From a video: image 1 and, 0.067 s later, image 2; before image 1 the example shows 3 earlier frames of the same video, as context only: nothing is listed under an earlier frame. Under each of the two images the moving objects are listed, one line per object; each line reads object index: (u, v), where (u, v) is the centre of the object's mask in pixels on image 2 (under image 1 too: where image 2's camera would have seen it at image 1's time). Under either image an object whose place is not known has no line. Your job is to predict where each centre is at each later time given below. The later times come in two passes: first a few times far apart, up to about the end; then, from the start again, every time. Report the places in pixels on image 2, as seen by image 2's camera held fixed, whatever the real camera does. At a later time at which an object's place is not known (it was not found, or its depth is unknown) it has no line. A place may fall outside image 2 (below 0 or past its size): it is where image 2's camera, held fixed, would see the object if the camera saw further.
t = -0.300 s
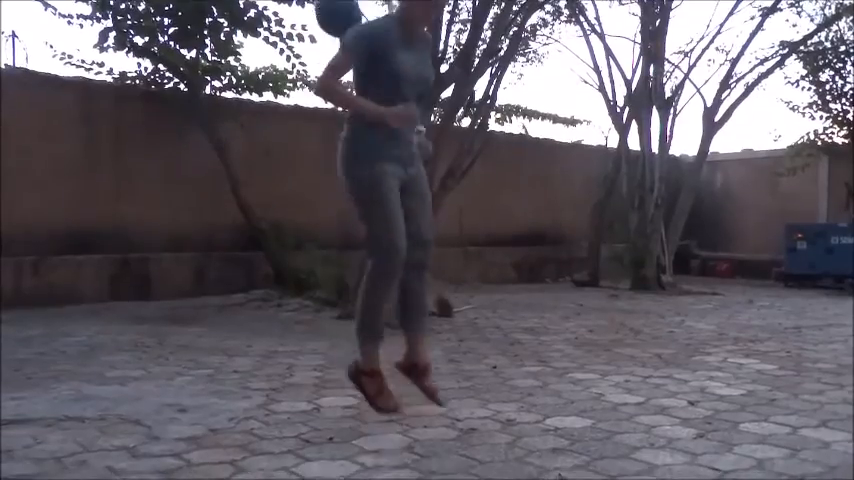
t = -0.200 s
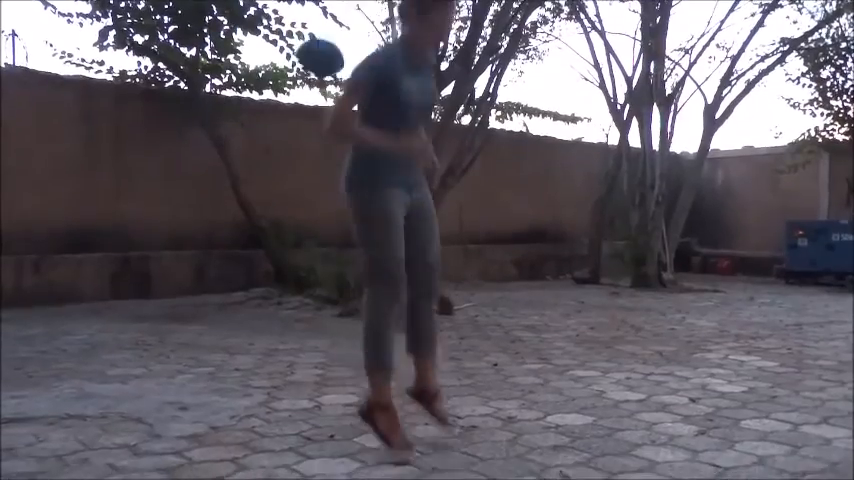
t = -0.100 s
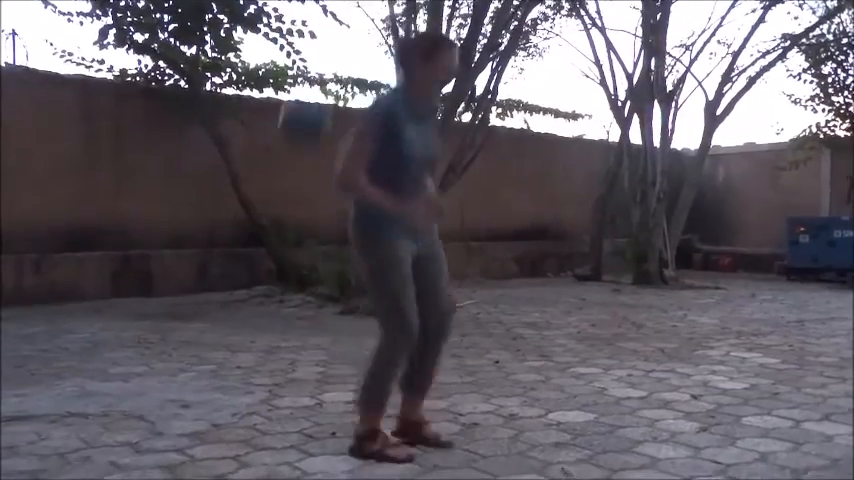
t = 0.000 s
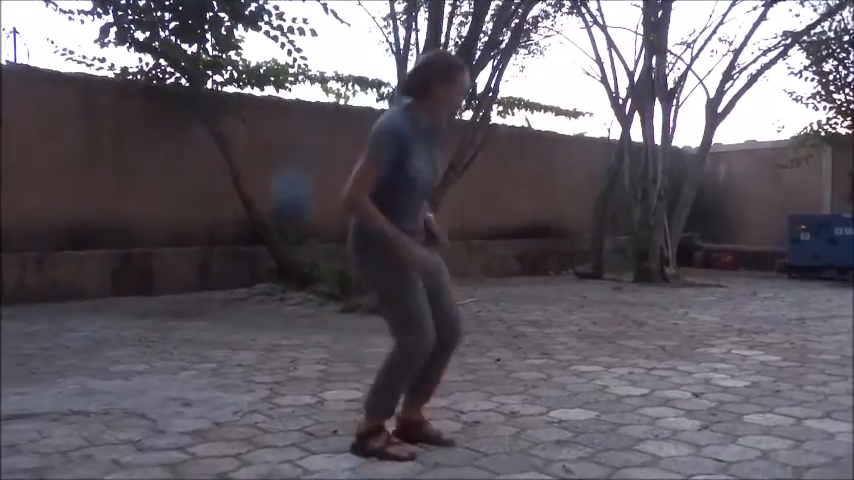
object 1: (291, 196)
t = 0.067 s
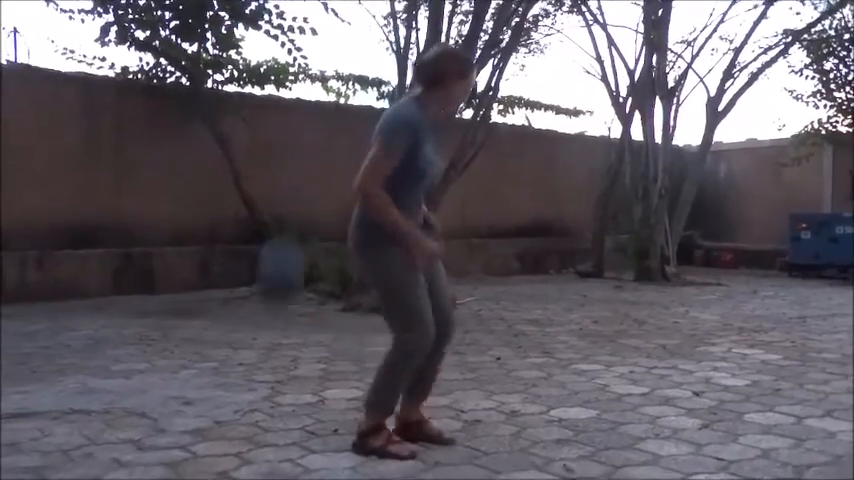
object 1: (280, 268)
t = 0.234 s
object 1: (254, 372)
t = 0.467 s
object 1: (214, 329)
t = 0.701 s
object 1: (179, 373)
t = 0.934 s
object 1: (158, 366)
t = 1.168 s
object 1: (144, 361)
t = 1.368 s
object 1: (134, 359)
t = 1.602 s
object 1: (125, 353)
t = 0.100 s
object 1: (277, 310)
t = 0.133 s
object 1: (271, 353)
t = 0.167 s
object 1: (266, 390)
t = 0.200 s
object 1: (260, 388)
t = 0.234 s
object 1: (254, 372)
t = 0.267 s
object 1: (249, 360)
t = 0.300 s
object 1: (243, 348)
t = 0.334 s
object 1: (236, 340)
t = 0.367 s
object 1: (231, 333)
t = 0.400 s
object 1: (225, 329)
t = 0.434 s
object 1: (219, 328)
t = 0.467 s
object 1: (214, 329)
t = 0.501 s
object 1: (209, 332)
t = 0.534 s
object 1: (203, 339)
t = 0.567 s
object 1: (198, 346)
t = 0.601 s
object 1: (193, 356)
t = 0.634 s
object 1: (188, 366)
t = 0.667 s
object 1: (184, 376)
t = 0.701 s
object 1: (179, 373)
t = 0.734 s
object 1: (176, 370)
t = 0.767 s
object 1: (172, 368)
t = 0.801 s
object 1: (169, 368)
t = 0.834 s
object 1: (166, 371)
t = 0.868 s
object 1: (163, 369)
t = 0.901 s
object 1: (161, 367)
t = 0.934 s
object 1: (158, 366)
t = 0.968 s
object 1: (156, 366)
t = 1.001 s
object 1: (153, 366)
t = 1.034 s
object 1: (151, 364)
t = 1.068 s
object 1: (150, 363)
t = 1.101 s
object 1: (148, 362)
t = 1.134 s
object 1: (146, 361)
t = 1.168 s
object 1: (144, 361)
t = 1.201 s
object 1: (143, 361)
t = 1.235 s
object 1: (141, 361)
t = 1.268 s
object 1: (140, 360)
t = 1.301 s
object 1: (138, 361)
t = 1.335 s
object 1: (136, 360)
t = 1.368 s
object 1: (134, 359)
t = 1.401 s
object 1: (132, 358)
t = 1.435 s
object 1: (131, 357)
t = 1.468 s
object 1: (129, 357)
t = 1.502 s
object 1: (128, 356)
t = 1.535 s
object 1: (126, 356)
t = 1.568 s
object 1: (125, 355)
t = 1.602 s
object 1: (125, 353)
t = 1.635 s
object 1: (124, 353)
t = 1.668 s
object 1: (123, 351)
